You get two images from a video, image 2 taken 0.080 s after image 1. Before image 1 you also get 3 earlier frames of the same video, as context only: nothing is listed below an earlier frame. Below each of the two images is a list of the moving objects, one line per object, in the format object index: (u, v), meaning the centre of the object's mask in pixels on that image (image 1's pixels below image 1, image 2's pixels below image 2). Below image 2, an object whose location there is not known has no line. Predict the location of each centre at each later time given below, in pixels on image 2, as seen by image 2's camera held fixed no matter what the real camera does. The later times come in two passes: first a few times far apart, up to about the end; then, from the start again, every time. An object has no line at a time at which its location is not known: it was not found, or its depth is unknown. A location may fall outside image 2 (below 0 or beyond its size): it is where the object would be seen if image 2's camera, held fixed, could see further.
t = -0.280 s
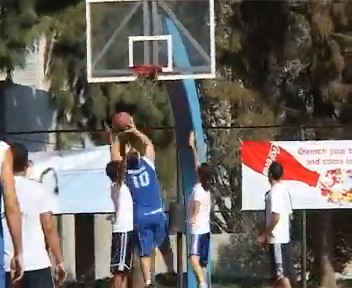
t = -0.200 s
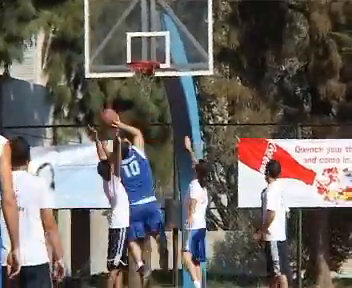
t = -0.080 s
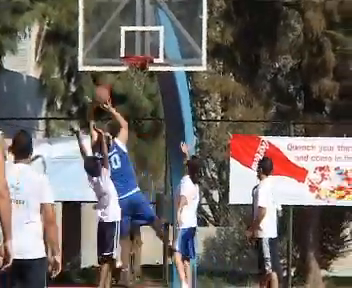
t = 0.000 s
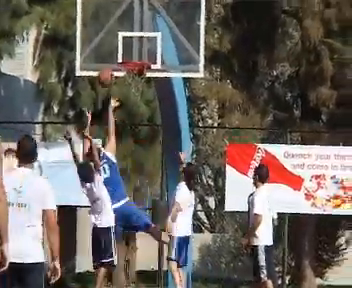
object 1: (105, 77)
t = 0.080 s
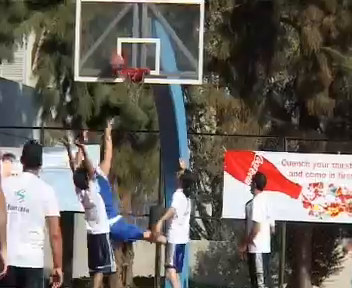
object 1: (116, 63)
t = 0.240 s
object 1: (127, 46)
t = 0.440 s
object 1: (138, 54)
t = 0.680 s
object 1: (127, 63)
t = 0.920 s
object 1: (137, 72)
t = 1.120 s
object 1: (134, 79)
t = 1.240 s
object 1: (132, 80)
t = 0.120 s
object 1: (120, 53)
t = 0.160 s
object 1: (122, 51)
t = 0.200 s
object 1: (123, 49)
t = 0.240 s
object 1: (127, 46)
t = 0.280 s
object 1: (128, 46)
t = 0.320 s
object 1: (130, 47)
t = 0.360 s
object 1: (136, 49)
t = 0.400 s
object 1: (137, 52)
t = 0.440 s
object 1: (138, 54)
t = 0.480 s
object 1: (140, 59)
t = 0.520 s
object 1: (137, 59)
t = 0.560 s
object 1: (136, 59)
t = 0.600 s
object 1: (130, 59)
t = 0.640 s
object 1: (128, 62)
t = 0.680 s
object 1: (127, 63)
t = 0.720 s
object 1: (129, 61)
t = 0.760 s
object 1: (132, 63)
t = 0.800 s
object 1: (132, 65)
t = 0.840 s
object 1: (138, 64)
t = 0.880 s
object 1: (138, 71)
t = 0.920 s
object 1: (137, 72)
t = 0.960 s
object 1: (136, 77)
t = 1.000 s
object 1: (136, 79)
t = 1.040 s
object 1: (135, 79)
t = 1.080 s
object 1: (134, 79)
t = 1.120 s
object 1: (134, 79)
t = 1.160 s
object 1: (133, 79)
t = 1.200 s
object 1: (133, 79)
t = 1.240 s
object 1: (132, 80)
